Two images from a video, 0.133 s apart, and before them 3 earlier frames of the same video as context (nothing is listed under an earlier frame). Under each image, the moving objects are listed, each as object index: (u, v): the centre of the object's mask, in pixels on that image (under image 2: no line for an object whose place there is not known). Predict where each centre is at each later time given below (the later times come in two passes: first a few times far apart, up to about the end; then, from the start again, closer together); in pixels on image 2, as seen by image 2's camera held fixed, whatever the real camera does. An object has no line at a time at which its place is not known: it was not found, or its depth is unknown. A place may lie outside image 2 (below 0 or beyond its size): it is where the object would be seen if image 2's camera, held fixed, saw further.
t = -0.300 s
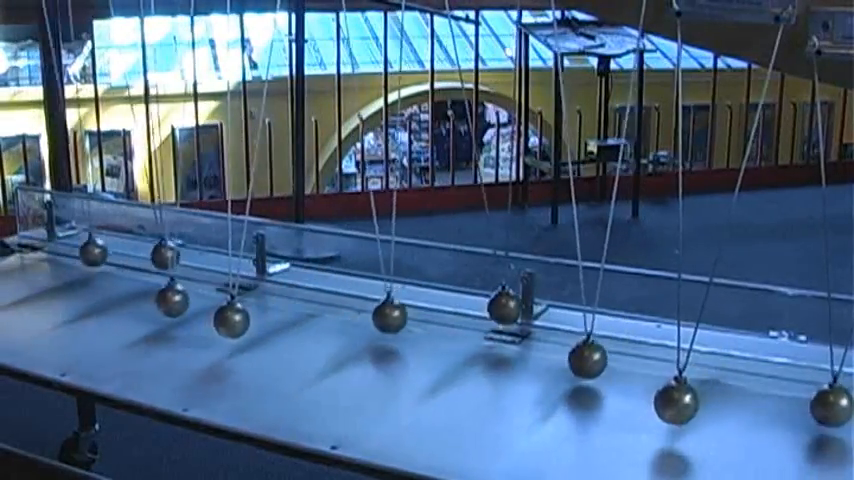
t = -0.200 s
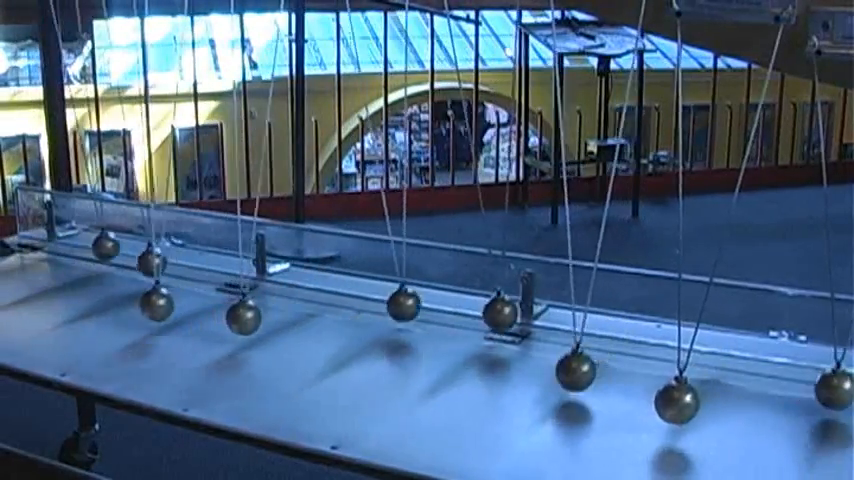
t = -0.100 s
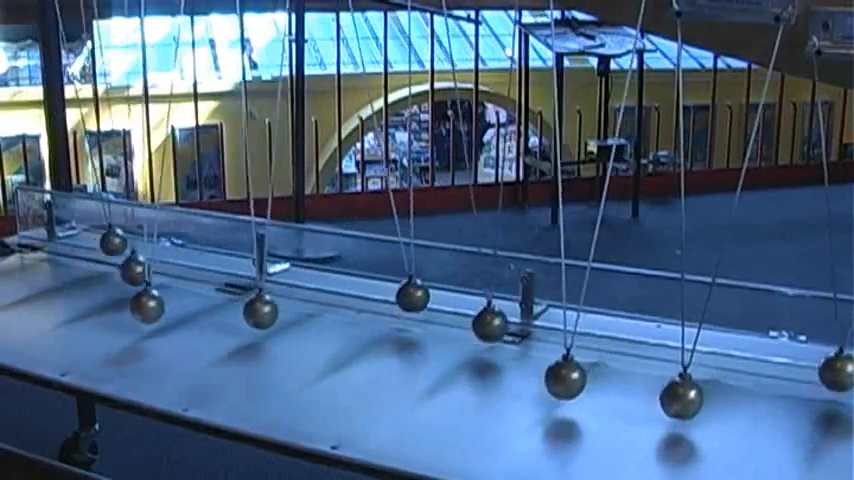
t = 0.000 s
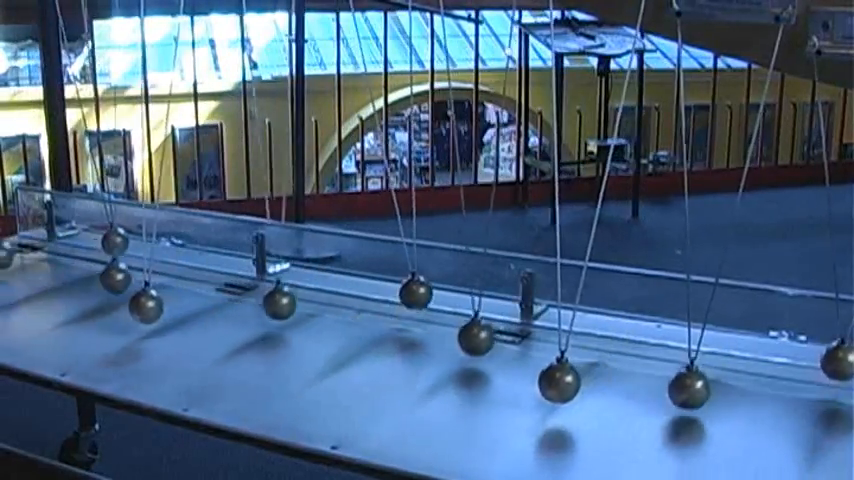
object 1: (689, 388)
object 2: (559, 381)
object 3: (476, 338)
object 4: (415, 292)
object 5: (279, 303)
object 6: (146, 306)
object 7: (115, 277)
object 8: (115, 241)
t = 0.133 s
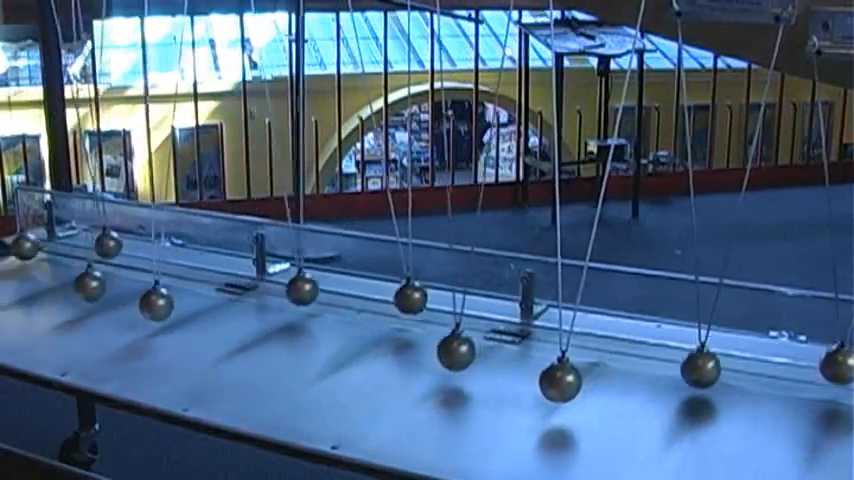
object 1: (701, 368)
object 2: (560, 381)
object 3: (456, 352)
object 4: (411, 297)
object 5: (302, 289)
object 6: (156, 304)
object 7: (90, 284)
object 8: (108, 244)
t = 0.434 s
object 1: (711, 343)
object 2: (590, 357)
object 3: (438, 359)
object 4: (368, 329)
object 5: (320, 275)
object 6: (209, 286)
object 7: (64, 289)
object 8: (62, 264)
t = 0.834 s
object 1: (685, 394)
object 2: (607, 331)
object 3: (487, 327)
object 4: (337, 341)
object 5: (267, 308)
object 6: (246, 264)
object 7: (120, 275)
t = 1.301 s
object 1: (689, 388)
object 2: (563, 379)
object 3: (492, 322)
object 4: (404, 304)
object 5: (235, 319)
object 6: (183, 295)
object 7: (173, 249)
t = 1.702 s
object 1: (712, 343)
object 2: (578, 368)
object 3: (441, 358)
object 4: (403, 305)
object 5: (301, 290)
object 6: (149, 306)
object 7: (126, 273)
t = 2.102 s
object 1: (687, 390)
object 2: (609, 327)
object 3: (464, 346)
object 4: (343, 340)
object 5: (314, 280)
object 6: (210, 285)
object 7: (66, 289)
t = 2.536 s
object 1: (684, 395)
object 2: (575, 371)
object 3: (504, 308)
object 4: (364, 331)
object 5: (245, 316)
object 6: (243, 265)
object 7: (110, 279)
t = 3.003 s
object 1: (712, 343)
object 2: (572, 374)
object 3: (455, 352)
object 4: (414, 294)
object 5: (252, 314)
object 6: (176, 298)
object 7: (173, 250)
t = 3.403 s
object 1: (687, 390)
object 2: (608, 330)
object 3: (448, 355)
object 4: (372, 327)
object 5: (315, 280)
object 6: (152, 305)
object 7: (136, 268)
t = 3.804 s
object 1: (681, 397)
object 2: (586, 361)
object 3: (499, 315)
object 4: (337, 341)
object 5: (299, 292)
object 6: (217, 282)
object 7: (70, 288)
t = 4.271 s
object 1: (712, 343)
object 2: (564, 379)
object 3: (477, 337)
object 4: (400, 307)
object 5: (230, 320)
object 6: (240, 268)
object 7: (105, 280)
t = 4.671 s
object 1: (691, 386)
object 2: (603, 338)
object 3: (438, 358)
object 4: (405, 303)
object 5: (269, 307)
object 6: (175, 298)
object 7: (168, 252)
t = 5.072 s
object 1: (680, 399)
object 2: (596, 348)
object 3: (481, 334)
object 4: (346, 338)
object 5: (319, 276)
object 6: (154, 305)
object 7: (148, 261)
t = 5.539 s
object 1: (711, 346)
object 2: (561, 381)
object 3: (496, 318)
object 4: (366, 330)
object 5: (271, 306)
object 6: (227, 275)
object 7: (73, 287)
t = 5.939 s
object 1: (694, 382)
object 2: (595, 350)
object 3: (446, 356)
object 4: (413, 295)
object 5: (230, 320)
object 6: (241, 269)
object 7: (90, 286)
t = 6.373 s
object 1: (680, 399)
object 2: (601, 341)
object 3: (464, 347)
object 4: (376, 325)
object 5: (291, 296)
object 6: (169, 302)
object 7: (162, 257)
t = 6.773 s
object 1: (708, 352)
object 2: (563, 379)
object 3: (503, 309)
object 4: (338, 341)
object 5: (317, 277)
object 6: (159, 304)
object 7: (160, 257)
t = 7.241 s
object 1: (694, 381)
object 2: (588, 358)
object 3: (461, 348)
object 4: (397, 309)
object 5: (250, 314)
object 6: (233, 273)
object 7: (80, 286)
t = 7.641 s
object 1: (679, 400)
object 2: (606, 333)
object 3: (445, 356)
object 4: (406, 302)
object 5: (241, 318)
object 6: (231, 272)
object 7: (81, 286)
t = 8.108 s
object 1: (709, 349)
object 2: (565, 378)
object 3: (499, 314)
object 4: (342, 339)
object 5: (312, 282)
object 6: (159, 304)
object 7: (160, 257)
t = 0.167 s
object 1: (703, 363)
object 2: (562, 380)
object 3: (451, 354)
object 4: (408, 300)
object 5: (306, 287)
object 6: (161, 303)
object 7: (85, 285)
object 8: (104, 246)
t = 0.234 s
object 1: (708, 353)
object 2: (567, 377)
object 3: (444, 357)
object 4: (400, 307)
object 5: (314, 280)
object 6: (171, 301)
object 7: (75, 287)
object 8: (97, 249)
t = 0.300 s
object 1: (710, 346)
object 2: (574, 372)
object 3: (439, 359)
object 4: (390, 315)
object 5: (319, 277)
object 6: (183, 297)
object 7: (68, 288)
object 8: (86, 254)
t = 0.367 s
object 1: (712, 342)
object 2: (582, 365)
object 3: (437, 359)
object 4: (379, 322)
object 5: (321, 275)
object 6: (196, 292)
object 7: (64, 289)
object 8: (78, 259)
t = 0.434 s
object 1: (711, 343)
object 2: (590, 357)
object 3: (438, 359)
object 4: (368, 329)
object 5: (320, 275)
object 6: (209, 286)
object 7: (64, 289)
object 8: (62, 264)
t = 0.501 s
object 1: (710, 348)
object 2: (597, 347)
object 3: (442, 357)
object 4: (356, 334)
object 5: (317, 278)
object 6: (220, 280)
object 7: (68, 288)
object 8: (48, 268)
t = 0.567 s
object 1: (706, 357)
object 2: (603, 338)
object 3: (449, 354)
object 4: (347, 338)
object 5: (310, 283)
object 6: (230, 274)
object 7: (74, 287)
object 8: (35, 274)
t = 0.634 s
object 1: (701, 368)
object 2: (607, 332)
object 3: (458, 350)
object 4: (339, 340)
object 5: (302, 290)
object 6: (238, 269)
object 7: (83, 286)
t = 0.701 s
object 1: (696, 378)
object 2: (609, 327)
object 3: (468, 344)
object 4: (335, 341)
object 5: (291, 296)
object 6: (243, 266)
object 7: (94, 283)
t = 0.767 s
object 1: (690, 386)
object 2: (609, 327)
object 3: (478, 336)
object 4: (334, 342)
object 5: (279, 303)
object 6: (247, 265)
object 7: (107, 279)
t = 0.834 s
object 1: (685, 394)
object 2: (607, 331)
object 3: (487, 327)
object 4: (337, 341)
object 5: (267, 308)
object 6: (246, 264)
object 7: (120, 275)
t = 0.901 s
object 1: (680, 398)
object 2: (604, 337)
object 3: (495, 319)
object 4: (343, 340)
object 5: (255, 313)
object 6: (243, 265)
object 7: (133, 270)
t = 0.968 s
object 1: (677, 401)
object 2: (598, 346)
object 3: (500, 312)
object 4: (351, 336)
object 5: (244, 317)
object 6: (235, 269)
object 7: (145, 265)
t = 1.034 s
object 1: (676, 402)
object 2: (591, 355)
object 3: (504, 308)
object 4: (362, 332)
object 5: (235, 319)
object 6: (230, 274)
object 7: (155, 259)
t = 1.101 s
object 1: (677, 401)
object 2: (583, 364)
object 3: (504, 308)
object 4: (374, 326)
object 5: (229, 320)
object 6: (219, 279)
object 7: (164, 255)
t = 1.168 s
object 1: (680, 399)
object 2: (575, 371)
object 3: (503, 310)
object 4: (385, 319)
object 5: (228, 321)
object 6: (209, 285)
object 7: (170, 251)
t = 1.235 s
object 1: (684, 395)
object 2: (568, 376)
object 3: (499, 314)
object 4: (395, 311)
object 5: (229, 321)
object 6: (196, 291)
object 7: (173, 250)
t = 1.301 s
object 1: (689, 388)
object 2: (563, 379)
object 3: (492, 322)
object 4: (404, 304)
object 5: (235, 319)
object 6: (183, 295)
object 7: (173, 249)
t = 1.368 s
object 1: (695, 379)
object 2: (560, 381)
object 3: (484, 331)
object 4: (410, 298)
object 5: (243, 317)
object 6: (171, 300)
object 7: (171, 251)
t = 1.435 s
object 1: (701, 369)
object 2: (559, 381)
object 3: (475, 339)
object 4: (414, 294)
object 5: (254, 314)
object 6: (161, 302)
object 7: (167, 253)
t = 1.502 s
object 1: (705, 358)
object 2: (561, 380)
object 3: (465, 346)
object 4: (415, 293)
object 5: (266, 309)
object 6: (153, 305)
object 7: (166, 257)
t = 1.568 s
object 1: (709, 350)
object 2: (565, 378)
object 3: (455, 352)
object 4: (414, 294)
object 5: (278, 303)
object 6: (148, 306)
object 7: (158, 264)
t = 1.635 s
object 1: (711, 344)
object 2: (571, 374)
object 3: (447, 356)
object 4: (410, 298)
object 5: (290, 297)
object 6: (147, 306)
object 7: (135, 267)
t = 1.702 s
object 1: (712, 343)
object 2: (578, 368)
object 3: (441, 358)
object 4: (403, 305)
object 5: (301, 290)
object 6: (149, 306)
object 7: (126, 273)
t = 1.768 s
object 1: (711, 346)
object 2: (586, 360)
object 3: (437, 359)
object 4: (394, 312)
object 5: (309, 285)
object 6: (154, 305)
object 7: (113, 278)
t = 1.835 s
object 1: (708, 352)
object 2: (594, 351)
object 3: (437, 359)
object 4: (384, 320)
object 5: (316, 279)
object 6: (162, 302)
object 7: (101, 282)
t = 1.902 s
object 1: (704, 362)
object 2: (600, 342)
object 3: (441, 358)
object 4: (373, 326)
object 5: (320, 276)
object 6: (173, 300)
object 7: (89, 285)
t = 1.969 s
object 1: (699, 373)
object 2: (605, 335)
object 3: (447, 356)
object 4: (361, 332)
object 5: (320, 275)
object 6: (185, 296)
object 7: (78, 287)
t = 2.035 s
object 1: (693, 382)
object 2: (608, 329)
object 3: (455, 352)
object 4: (351, 336)
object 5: (319, 276)
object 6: (198, 291)
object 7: (71, 288)
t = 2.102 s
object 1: (687, 390)
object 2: (609, 327)
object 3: (464, 346)
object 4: (343, 340)
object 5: (314, 280)
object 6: (210, 285)
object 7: (66, 289)
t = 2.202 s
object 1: (680, 398)
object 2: (607, 331)
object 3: (479, 335)
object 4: (335, 341)
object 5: (303, 288)
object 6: (227, 277)
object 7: (65, 289)
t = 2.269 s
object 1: (678, 401)
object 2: (603, 338)
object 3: (488, 326)
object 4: (335, 342)
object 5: (293, 295)
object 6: (235, 271)
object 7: (69, 288)
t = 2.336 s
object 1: (677, 402)
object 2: (597, 347)
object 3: (495, 318)
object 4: (338, 341)
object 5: (281, 302)
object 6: (241, 267)
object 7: (77, 287)
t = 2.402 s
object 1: (677, 401)
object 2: (590, 356)
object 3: (501, 312)
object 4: (344, 339)
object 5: (268, 307)
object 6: (245, 264)
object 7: (85, 286)
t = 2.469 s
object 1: (680, 399)
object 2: (583, 364)
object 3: (503, 309)
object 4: (353, 336)
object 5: (257, 313)
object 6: (245, 263)
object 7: (97, 283)
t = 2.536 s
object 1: (684, 395)
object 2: (575, 371)
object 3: (504, 308)
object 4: (364, 331)
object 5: (245, 316)
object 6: (243, 265)
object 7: (110, 279)
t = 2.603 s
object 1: (689, 389)
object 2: (568, 376)
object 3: (502, 310)
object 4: (375, 326)
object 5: (236, 319)
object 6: (240, 267)
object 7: (122, 274)
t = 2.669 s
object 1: (695, 380)
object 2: (563, 379)
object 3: (498, 315)
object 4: (386, 318)
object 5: (230, 320)
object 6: (234, 273)
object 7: (135, 269)
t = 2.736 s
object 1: (700, 370)
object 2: (560, 381)
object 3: (491, 323)
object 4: (396, 311)
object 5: (228, 320)
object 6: (221, 276)
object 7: (146, 264)
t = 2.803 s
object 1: (705, 359)
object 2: (560, 381)
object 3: (483, 331)
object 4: (404, 304)
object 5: (230, 320)
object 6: (212, 283)
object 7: (156, 259)
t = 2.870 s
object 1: (709, 351)
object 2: (562, 380)
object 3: (473, 340)
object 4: (410, 298)
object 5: (234, 319)
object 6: (200, 288)
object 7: (164, 254)
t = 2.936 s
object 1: (711, 345)
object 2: (566, 378)
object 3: (464, 347)
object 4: (414, 294)
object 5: (242, 317)
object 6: (188, 294)
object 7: (170, 251)
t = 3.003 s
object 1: (712, 343)
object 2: (572, 374)
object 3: (455, 352)
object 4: (414, 294)
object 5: (252, 314)
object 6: (176, 298)
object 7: (173, 250)
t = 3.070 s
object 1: (711, 346)
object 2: (579, 368)
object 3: (446, 356)
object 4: (413, 295)
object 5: (264, 310)
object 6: (165, 301)
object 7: (173, 250)
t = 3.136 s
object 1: (708, 353)
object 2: (587, 360)
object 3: (441, 358)
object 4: (409, 299)
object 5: (277, 304)
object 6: (156, 304)
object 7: (171, 251)
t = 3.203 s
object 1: (704, 362)
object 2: (594, 351)
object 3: (438, 359)
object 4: (402, 305)
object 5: (288, 298)
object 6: (150, 305)
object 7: (167, 254)
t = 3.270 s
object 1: (699, 373)
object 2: (600, 342)
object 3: (439, 359)
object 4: (393, 313)
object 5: (299, 291)
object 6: (147, 306)
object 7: (162, 257)
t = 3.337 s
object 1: (693, 382)
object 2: (605, 335)
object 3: (442, 358)
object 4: (383, 320)
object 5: (308, 285)
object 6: (148, 306)
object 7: (149, 264)
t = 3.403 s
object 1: (687, 390)
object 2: (608, 330)
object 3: (448, 355)
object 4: (372, 327)
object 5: (315, 280)
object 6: (152, 305)
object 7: (136, 268)
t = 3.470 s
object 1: (683, 396)
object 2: (609, 328)
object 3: (456, 352)
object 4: (361, 333)
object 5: (319, 277)
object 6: (160, 303)
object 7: (124, 273)
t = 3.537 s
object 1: (679, 399)
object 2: (608, 330)
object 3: (465, 346)
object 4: (351, 337)
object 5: (320, 276)
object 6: (170, 302)
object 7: (112, 278)
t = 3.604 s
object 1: (677, 401)
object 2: (605, 336)
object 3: (475, 339)
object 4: (343, 340)
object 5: (318, 276)
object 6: (181, 298)
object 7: (99, 282)
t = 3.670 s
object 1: (677, 401)
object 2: (600, 343)
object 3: (485, 330)
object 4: (337, 341)
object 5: (314, 279)
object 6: (193, 293)
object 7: (88, 284)
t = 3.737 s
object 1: (678, 400)
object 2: (594, 352)
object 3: (493, 322)
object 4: (336, 342)
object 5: (308, 286)
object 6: (206, 288)
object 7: (78, 286)
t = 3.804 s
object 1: (681, 397)
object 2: (586, 361)
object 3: (499, 315)
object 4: (337, 341)
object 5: (299, 292)
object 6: (217, 282)
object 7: (70, 288)
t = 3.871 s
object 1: (686, 392)
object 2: (578, 368)
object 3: (503, 310)
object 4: (342, 340)
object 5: (288, 298)
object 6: (227, 276)
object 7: (66, 289)
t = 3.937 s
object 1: (692, 384)
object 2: (571, 374)
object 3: (504, 309)
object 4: (350, 337)
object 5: (276, 304)
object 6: (235, 271)
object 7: (65, 289)
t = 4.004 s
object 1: (697, 375)
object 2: (565, 378)
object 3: (503, 310)
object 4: (359, 334)
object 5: (264, 309)
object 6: (241, 267)
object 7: (68, 289)
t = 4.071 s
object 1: (702, 365)
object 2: (561, 380)
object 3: (499, 314)
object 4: (370, 328)
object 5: (252, 314)
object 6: (243, 264)
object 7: (74, 288)
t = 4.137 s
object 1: (707, 355)
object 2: (560, 381)
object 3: (494, 321)
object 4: (381, 321)
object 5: (242, 317)
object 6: (246, 265)
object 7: (82, 287)
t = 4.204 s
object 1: (710, 348)
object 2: (561, 380)
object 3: (486, 328)
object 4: (391, 314)
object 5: (234, 319)
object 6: (244, 265)
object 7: (93, 283)
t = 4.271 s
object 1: (712, 343)
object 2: (564, 379)
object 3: (477, 337)
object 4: (400, 307)
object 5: (230, 320)
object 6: (240, 268)
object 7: (105, 280)
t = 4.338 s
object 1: (711, 344)
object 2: (569, 375)
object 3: (468, 344)
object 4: (407, 301)
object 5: (229, 320)
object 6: (225, 273)
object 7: (118, 276)
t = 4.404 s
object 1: (709, 349)
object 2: (576, 370)
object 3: (458, 350)
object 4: (412, 296)
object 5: (232, 320)
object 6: (221, 278)
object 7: (131, 271)
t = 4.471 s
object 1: (706, 357)
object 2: (584, 363)
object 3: (450, 354)
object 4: (414, 294)
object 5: (238, 318)
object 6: (211, 284)
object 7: (142, 266)
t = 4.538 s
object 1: (702, 367)
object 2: (591, 355)
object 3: (443, 357)
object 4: (413, 294)
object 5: (246, 316)
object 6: (199, 289)
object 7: (153, 261)
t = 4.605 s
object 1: (696, 377)
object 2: (598, 346)
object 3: (439, 358)
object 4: (410, 298)
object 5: (257, 312)
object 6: (187, 294)
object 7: (161, 256)
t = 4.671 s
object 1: (691, 386)
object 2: (603, 338)
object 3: (438, 358)
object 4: (405, 303)
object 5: (269, 307)
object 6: (175, 298)
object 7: (168, 252)
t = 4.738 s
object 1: (685, 393)
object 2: (607, 332)
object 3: (440, 358)
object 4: (397, 310)
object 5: (281, 302)
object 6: (164, 302)
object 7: (171, 251)
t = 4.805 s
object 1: (681, 398)
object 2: (609, 329)
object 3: (446, 356)
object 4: (387, 317)
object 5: (293, 295)
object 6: (156, 304)
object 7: (173, 250)
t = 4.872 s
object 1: (678, 400)
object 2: (608, 329)
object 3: (453, 353)
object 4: (376, 325)
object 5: (303, 289)
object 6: (150, 306)
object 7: (171, 251)
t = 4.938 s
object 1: (677, 401)
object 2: (606, 333)
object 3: (462, 348)
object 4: (365, 330)
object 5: (311, 283)
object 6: (147, 306)
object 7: (167, 253)
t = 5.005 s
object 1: (678, 401)
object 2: (602, 340)
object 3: (471, 341)
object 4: (355, 335)
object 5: (316, 279)
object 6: (149, 306)
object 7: (164, 256)
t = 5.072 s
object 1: (680, 399)
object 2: (596, 348)
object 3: (481, 334)
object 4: (346, 338)
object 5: (319, 276)
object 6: (154, 305)
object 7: (148, 261)
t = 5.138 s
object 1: (684, 395)
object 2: (589, 357)
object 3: (490, 325)
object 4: (340, 340)
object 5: (319, 276)
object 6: (161, 303)
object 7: (140, 267)
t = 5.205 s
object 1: (689, 389)
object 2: (582, 365)
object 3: (497, 318)
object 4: (336, 341)
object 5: (316, 277)
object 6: (171, 301)
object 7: (129, 272)
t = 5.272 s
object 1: (694, 380)
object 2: (574, 371)
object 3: (501, 312)
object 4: (337, 341)
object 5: (312, 281)
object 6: (183, 297)
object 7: (116, 276)
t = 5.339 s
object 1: (700, 371)
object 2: (568, 376)
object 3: (503, 309)
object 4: (340, 340)
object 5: (304, 287)
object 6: (195, 292)
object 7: (103, 281)
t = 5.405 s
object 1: (704, 360)
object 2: (563, 379)
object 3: (503, 309)
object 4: (347, 338)
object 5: (295, 293)
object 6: (207, 287)
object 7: (92, 284)
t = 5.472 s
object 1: (708, 352)
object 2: (561, 381)
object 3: (501, 312)
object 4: (355, 335)
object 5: (283, 301)
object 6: (218, 281)
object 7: (81, 286)
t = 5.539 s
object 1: (711, 346)
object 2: (561, 381)
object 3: (496, 318)
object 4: (366, 330)
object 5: (271, 306)
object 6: (227, 275)
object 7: (73, 287)
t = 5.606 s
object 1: (711, 344)
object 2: (563, 379)
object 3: (489, 325)
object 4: (377, 324)
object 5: (260, 311)
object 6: (236, 271)
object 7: (68, 288)
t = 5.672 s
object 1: (710, 347)
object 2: (567, 377)
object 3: (480, 334)
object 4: (387, 317)
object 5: (248, 315)
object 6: (240, 266)
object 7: (67, 288)
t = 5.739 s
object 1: (708, 353)
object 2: (573, 373)
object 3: (471, 341)
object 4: (397, 310)
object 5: (239, 318)
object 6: (245, 265)
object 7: (68, 288)
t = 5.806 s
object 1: (704, 362)
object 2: (580, 366)
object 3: (462, 348)
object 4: (405, 304)
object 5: (233, 319)
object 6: (247, 265)
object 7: (72, 288)
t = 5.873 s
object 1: (699, 372)
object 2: (588, 358)
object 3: (453, 353)
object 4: (410, 298)
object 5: (230, 320)
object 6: (244, 266)
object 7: (80, 286)
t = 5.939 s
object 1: (694, 382)
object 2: (595, 350)
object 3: (446, 356)
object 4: (413, 295)
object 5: (230, 320)
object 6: (241, 269)
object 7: (90, 286)
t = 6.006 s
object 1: (688, 389)
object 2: (601, 341)
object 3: (440, 358)
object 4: (413, 295)
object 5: (234, 319)
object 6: (227, 272)
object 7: (101, 281)
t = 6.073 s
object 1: (683, 396)
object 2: (605, 335)
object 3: (439, 358)
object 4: (411, 297)
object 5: (241, 318)
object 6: (220, 279)
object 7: (114, 277)
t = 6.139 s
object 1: (680, 399)
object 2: (608, 331)
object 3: (440, 358)
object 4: (407, 301)
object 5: (251, 316)
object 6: (209, 285)
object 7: (127, 273)
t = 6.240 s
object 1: (677, 401)
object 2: (608, 331)
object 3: (447, 355)
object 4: (395, 310)
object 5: (268, 308)
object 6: (191, 293)
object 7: (144, 265)
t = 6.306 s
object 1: (678, 400)
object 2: (605, 334)
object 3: (454, 352)
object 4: (386, 318)
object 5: (280, 302)
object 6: (180, 298)
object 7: (154, 260)
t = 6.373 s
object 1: (680, 399)
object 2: (601, 341)
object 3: (464, 347)
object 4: (376, 325)
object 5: (291, 296)
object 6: (169, 302)
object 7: (162, 257)
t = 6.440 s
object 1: (684, 395)
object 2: (595, 349)
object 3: (473, 340)
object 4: (364, 331)
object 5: (301, 290)
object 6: (159, 303)
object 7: (173, 253)
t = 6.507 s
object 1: (689, 389)
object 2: (588, 358)
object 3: (482, 332)
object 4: (354, 335)
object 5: (310, 284)
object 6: (153, 305)
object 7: (172, 250)
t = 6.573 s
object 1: (694, 380)
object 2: (581, 366)
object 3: (490, 324)
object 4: (346, 338)
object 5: (315, 279)
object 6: (149, 306)
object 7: (172, 251)
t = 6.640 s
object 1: (699, 370)
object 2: (574, 372)
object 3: (497, 317)
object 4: (340, 340)
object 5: (318, 277)
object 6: (149, 306)
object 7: (170, 251)
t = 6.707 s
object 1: (704, 361)
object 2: (568, 377)
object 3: (501, 312)
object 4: (337, 341)
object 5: (319, 276)
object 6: (152, 305)
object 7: (168, 253)
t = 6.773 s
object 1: (708, 352)
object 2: (563, 379)
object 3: (503, 309)
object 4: (338, 341)
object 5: (317, 277)
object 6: (159, 304)
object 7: (160, 257)
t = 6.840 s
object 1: (710, 345)
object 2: (561, 380)
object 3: (503, 310)
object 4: (341, 340)
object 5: (312, 281)
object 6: (168, 302)
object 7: (149, 262)
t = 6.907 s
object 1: (711, 344)
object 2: (561, 380)
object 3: (500, 313)
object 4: (348, 338)
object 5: (305, 287)
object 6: (179, 299)
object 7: (138, 267)
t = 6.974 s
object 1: (710, 347)
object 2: (563, 379)
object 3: (495, 318)
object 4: (357, 334)
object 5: (296, 294)
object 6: (191, 295)
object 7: (127, 273)
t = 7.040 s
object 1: (708, 353)
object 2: (568, 376)
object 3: (488, 326)
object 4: (367, 329)
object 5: (284, 301)
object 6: (203, 289)
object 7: (114, 277)
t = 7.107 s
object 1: (704, 361)
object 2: (574, 372)
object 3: (479, 335)
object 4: (378, 324)
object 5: (273, 305)
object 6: (214, 284)
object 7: (102, 282)
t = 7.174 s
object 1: (699, 372)
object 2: (581, 366)
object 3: (470, 343)
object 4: (388, 316)
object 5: (261, 311)
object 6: (224, 277)
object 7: (91, 285)
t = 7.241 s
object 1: (694, 381)
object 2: (588, 358)
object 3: (461, 348)
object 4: (397, 309)
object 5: (250, 314)
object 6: (233, 273)
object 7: (80, 286)
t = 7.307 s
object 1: (688, 389)
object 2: (595, 350)
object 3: (452, 353)
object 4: (405, 303)
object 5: (241, 318)
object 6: (235, 268)
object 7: (72, 288)
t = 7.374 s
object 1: (684, 395)
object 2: (601, 341)
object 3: (445, 356)
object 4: (410, 298)
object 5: (234, 319)
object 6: (245, 266)
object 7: (67, 288)
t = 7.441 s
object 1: (680, 399)
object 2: (605, 335)
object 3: (441, 357)
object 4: (413, 296)
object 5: (230, 319)
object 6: (245, 265)
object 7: (67, 289)
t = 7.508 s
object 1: (678, 401)
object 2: (608, 331)
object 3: (439, 358)
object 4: (413, 295)
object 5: (230, 320)
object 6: (245, 266)
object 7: (68, 289)
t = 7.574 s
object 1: (678, 401)
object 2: (608, 330)
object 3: (441, 357)
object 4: (410, 297)
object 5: (234, 319)
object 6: (240, 268)
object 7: (74, 288)
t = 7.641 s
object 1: (679, 400)
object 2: (606, 333)
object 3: (445, 356)
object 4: (406, 302)
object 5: (241, 318)
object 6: (231, 272)
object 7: (81, 286)
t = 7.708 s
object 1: (682, 397)
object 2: (603, 339)
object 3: (452, 353)
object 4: (398, 308)
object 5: (250, 315)
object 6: (223, 277)
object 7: (92, 284)
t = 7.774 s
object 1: (686, 392)
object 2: (598, 346)
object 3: (460, 349)
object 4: (390, 315)
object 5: (261, 311)
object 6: (213, 282)
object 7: (104, 281)
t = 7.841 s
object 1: (691, 385)
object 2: (592, 355)
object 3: (469, 343)
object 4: (380, 322)
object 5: (273, 306)
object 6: (202, 288)
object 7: (116, 277)
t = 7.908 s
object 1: (697, 376)
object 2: (584, 363)
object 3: (479, 335)
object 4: (369, 328)
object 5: (285, 300)
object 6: (190, 294)
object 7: (129, 272)
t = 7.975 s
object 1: (702, 366)
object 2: (577, 370)
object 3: (487, 327)
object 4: (358, 333)
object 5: (295, 294)
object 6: (178, 297)
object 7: (140, 267)
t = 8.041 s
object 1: (706, 356)
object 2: (571, 374)
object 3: (494, 320)
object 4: (350, 337)
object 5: (304, 287)
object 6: (168, 301)
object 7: (150, 262)
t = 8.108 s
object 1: (709, 349)
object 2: (565, 378)
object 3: (499, 314)
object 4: (342, 339)
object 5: (312, 282)
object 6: (159, 304)
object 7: (160, 257)
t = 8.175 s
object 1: (711, 346)
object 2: (562, 380)
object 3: (502, 311)
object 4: (338, 340)
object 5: (316, 278)
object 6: (152, 305)
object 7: (169, 254)
